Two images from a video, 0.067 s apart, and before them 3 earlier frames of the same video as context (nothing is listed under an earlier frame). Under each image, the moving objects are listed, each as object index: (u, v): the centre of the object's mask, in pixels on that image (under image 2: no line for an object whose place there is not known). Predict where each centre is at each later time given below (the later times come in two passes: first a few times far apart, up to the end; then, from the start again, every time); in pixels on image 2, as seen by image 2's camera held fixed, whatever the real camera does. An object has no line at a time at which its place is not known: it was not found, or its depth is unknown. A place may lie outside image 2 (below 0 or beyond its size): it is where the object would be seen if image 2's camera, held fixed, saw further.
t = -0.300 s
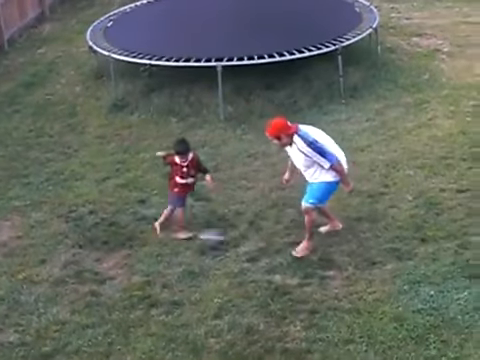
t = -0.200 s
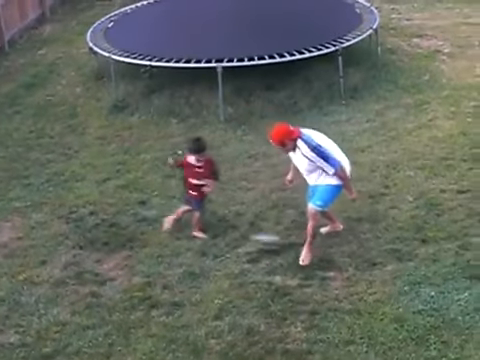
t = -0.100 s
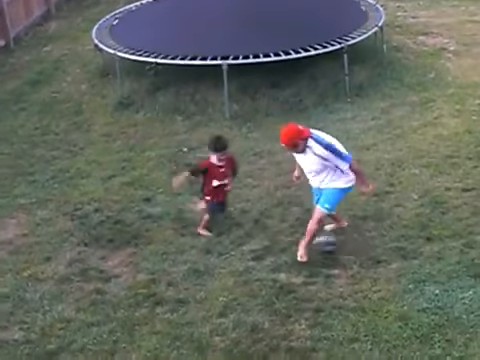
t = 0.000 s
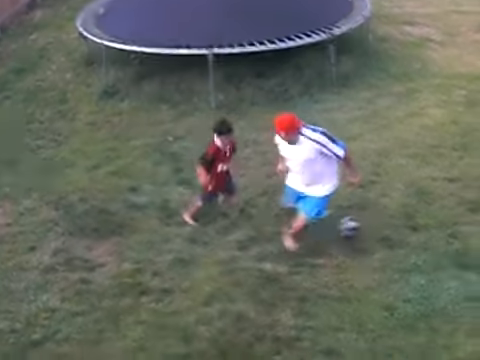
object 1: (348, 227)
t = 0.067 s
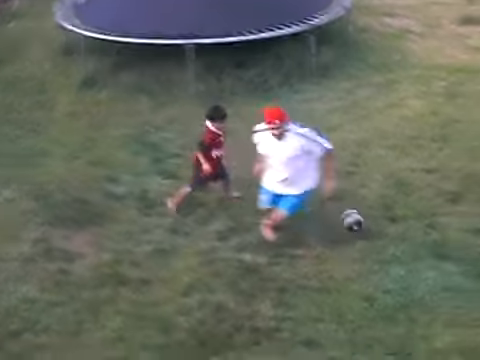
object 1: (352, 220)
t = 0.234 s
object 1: (416, 236)
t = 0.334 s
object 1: (453, 234)
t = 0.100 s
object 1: (364, 222)
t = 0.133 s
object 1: (375, 226)
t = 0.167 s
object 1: (390, 230)
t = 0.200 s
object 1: (402, 235)
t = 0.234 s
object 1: (416, 236)
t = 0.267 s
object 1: (428, 236)
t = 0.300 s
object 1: (441, 234)
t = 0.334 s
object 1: (453, 234)
